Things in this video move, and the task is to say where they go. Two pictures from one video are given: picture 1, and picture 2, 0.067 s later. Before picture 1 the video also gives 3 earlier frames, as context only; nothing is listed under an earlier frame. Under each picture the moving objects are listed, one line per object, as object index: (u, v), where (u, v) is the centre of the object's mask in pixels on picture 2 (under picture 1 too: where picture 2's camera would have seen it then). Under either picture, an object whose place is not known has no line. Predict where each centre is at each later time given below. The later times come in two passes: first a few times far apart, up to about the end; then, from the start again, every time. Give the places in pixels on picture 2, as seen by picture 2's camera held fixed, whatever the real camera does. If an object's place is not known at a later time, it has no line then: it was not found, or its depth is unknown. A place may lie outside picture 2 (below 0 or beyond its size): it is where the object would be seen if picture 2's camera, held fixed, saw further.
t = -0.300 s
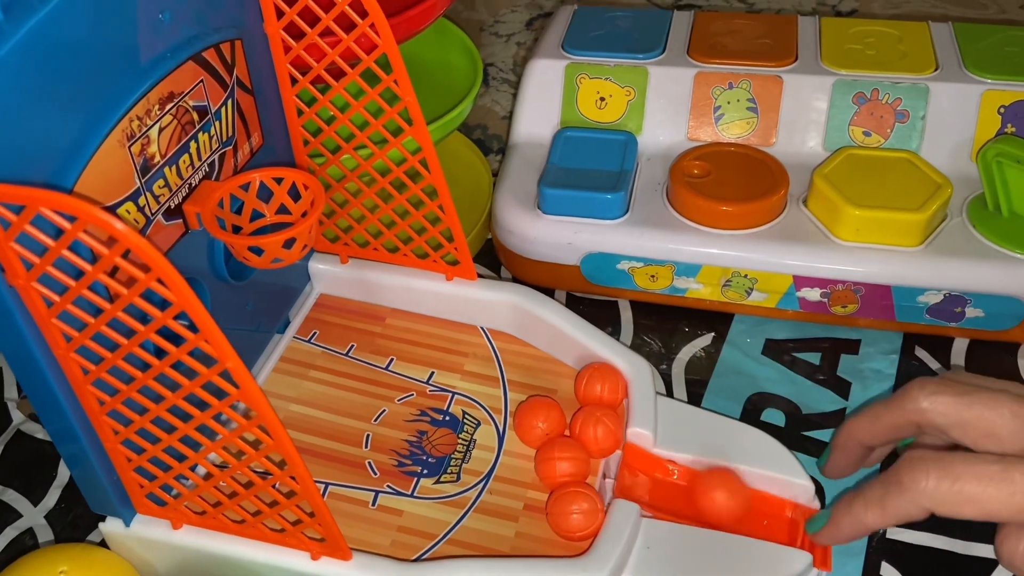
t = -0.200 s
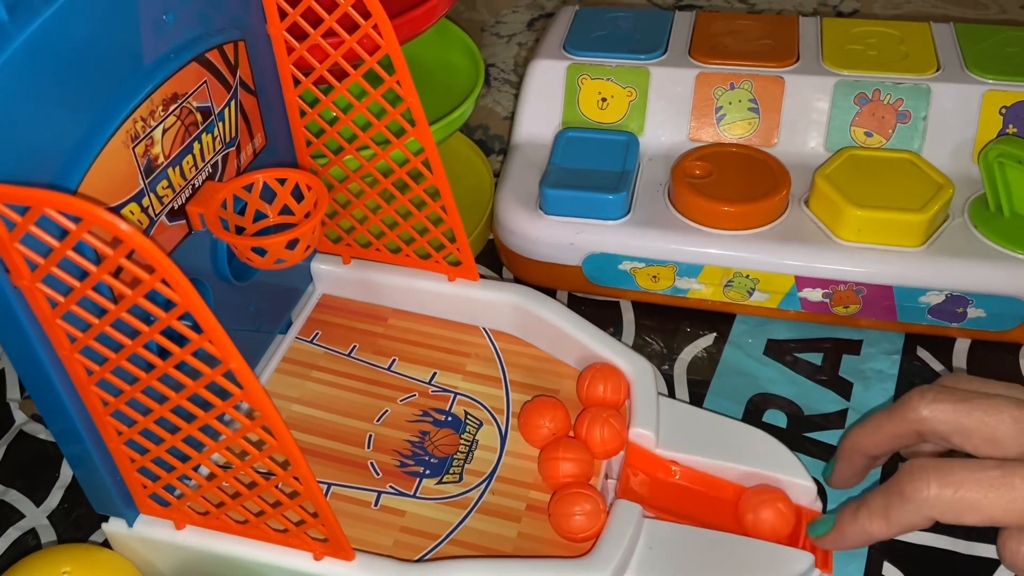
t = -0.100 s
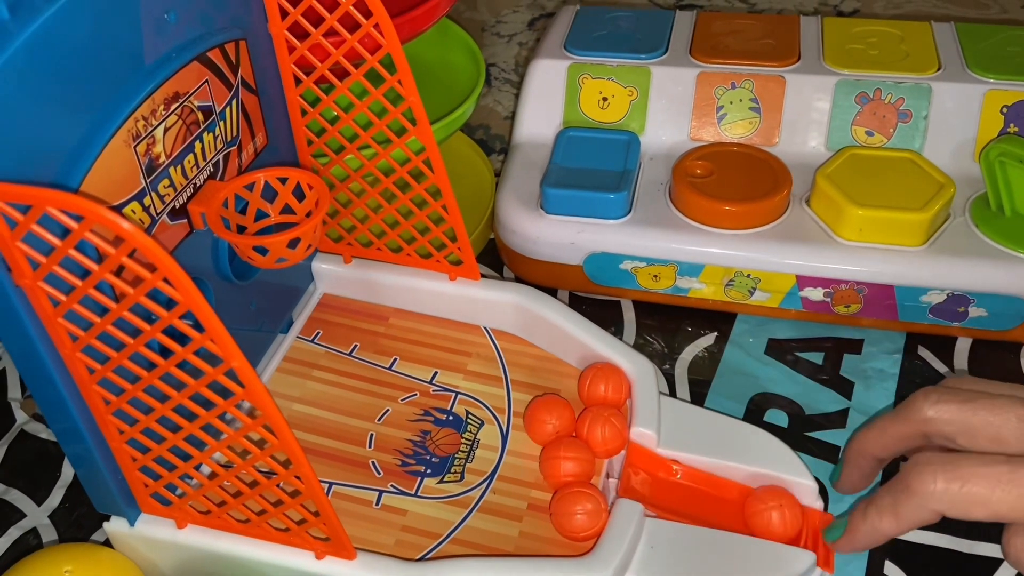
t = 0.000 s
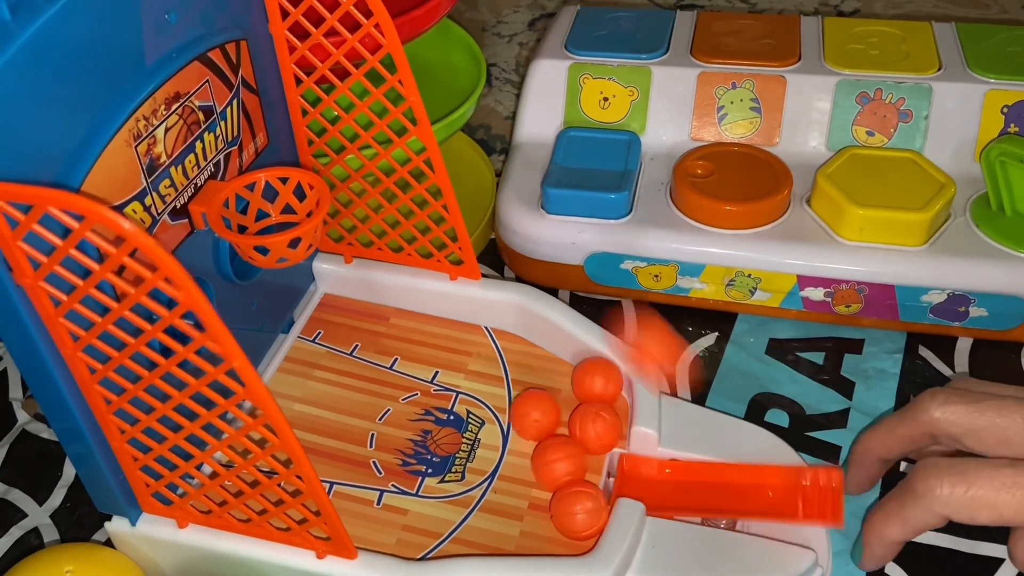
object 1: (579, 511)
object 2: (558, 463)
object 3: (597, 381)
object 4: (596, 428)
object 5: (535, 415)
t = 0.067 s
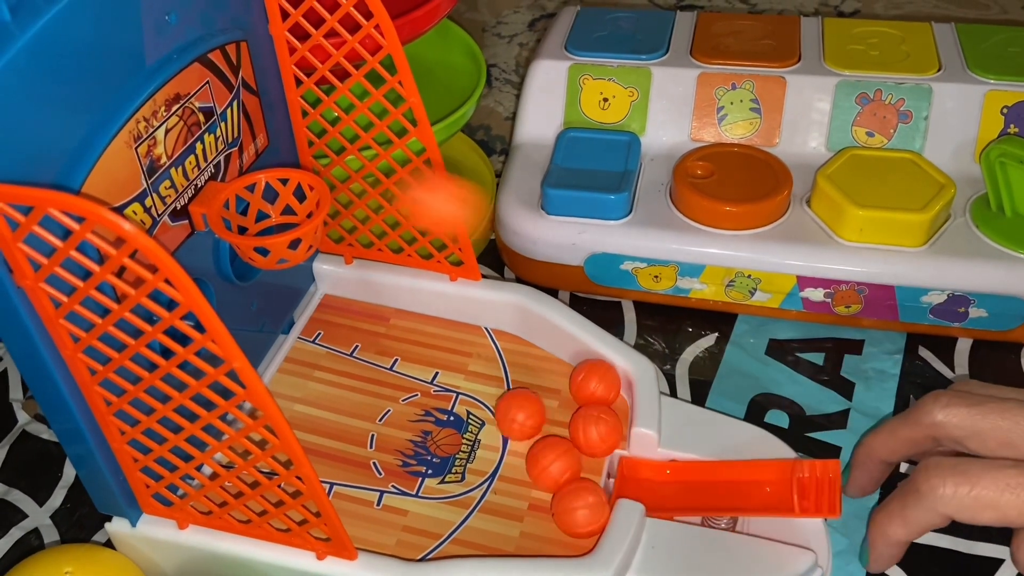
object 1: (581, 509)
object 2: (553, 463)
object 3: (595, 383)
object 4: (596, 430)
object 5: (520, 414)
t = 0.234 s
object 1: (577, 491)
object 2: (546, 448)
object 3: (605, 390)
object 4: (601, 435)
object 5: (498, 427)
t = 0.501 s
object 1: (575, 495)
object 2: (560, 440)
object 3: (602, 412)
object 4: (612, 458)
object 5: (516, 466)
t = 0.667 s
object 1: (579, 494)
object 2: (549, 444)
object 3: (600, 411)
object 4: (611, 456)
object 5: (522, 486)
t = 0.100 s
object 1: (581, 505)
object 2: (551, 461)
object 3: (596, 384)
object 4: (597, 431)
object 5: (513, 415)
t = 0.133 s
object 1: (582, 502)
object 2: (550, 459)
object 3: (599, 386)
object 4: (597, 432)
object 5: (508, 417)
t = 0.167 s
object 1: (580, 499)
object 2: (547, 456)
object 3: (604, 388)
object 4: (598, 433)
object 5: (504, 419)
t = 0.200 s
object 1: (578, 495)
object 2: (546, 452)
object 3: (604, 389)
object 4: (599, 434)
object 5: (500, 423)
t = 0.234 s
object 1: (577, 491)
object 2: (546, 448)
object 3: (605, 390)
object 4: (601, 435)
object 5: (498, 427)
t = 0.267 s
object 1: (577, 488)
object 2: (547, 444)
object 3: (605, 392)
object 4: (604, 437)
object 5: (496, 431)
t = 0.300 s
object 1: (577, 486)
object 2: (549, 440)
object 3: (605, 395)
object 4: (605, 440)
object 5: (496, 435)
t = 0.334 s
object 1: (579, 485)
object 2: (552, 437)
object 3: (605, 398)
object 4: (608, 444)
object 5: (498, 440)
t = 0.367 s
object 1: (577, 484)
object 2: (553, 435)
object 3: (605, 403)
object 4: (612, 449)
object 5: (501, 445)
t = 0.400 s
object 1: (576, 487)
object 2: (555, 435)
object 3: (604, 408)
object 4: (615, 454)
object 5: (504, 449)
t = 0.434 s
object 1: (576, 490)
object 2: (557, 435)
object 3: (602, 410)
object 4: (615, 456)
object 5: (509, 454)
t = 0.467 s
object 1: (577, 492)
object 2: (559, 438)
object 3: (603, 411)
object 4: (614, 458)
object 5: (512, 461)
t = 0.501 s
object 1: (575, 495)
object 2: (560, 440)
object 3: (602, 412)
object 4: (612, 458)
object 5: (516, 466)
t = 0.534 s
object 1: (574, 495)
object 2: (559, 440)
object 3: (602, 412)
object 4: (611, 459)
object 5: (521, 474)
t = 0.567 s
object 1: (578, 495)
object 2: (557, 441)
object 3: (601, 411)
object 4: (610, 457)
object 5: (522, 478)
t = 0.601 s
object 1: (579, 495)
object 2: (554, 441)
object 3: (598, 411)
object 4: (611, 457)
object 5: (524, 481)
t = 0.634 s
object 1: (579, 495)
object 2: (551, 442)
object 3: (599, 411)
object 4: (611, 456)
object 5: (523, 485)
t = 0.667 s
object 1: (579, 494)
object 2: (549, 444)
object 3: (600, 411)
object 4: (611, 456)
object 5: (522, 486)
